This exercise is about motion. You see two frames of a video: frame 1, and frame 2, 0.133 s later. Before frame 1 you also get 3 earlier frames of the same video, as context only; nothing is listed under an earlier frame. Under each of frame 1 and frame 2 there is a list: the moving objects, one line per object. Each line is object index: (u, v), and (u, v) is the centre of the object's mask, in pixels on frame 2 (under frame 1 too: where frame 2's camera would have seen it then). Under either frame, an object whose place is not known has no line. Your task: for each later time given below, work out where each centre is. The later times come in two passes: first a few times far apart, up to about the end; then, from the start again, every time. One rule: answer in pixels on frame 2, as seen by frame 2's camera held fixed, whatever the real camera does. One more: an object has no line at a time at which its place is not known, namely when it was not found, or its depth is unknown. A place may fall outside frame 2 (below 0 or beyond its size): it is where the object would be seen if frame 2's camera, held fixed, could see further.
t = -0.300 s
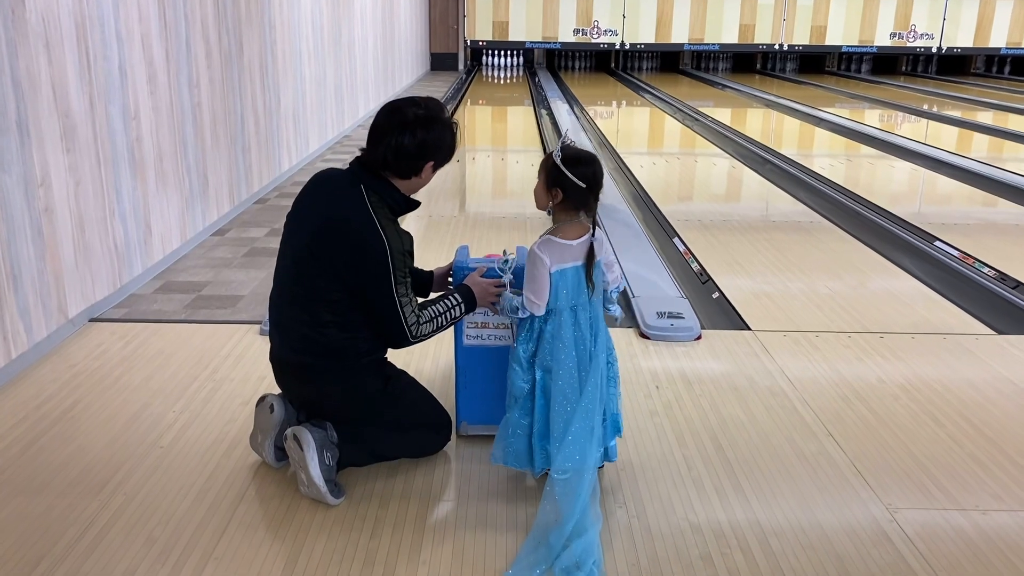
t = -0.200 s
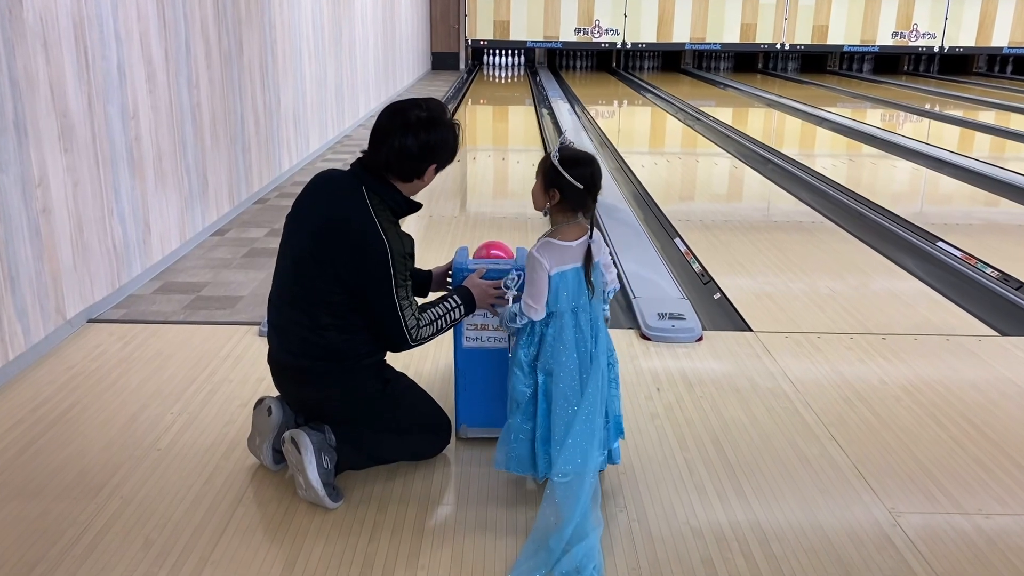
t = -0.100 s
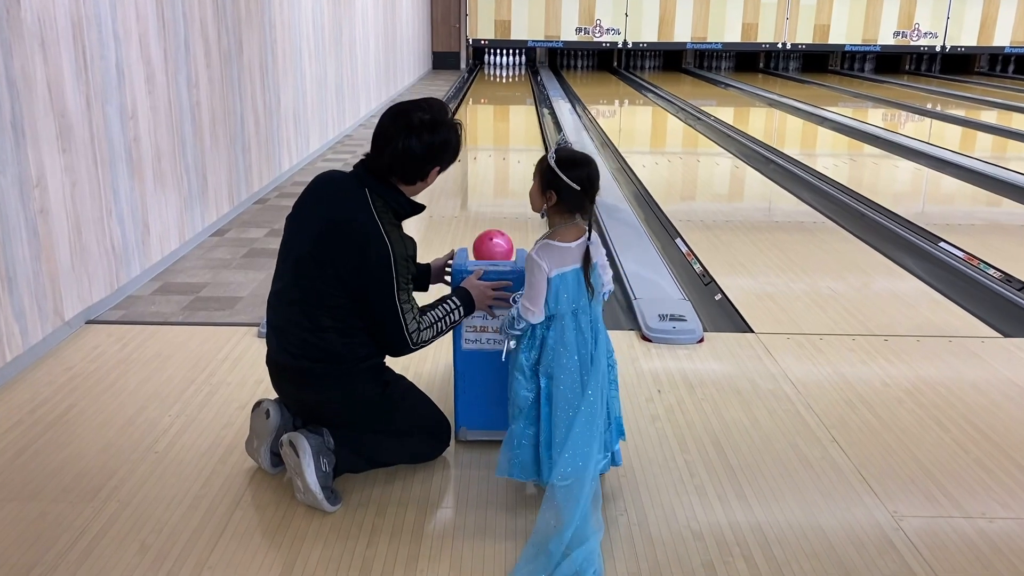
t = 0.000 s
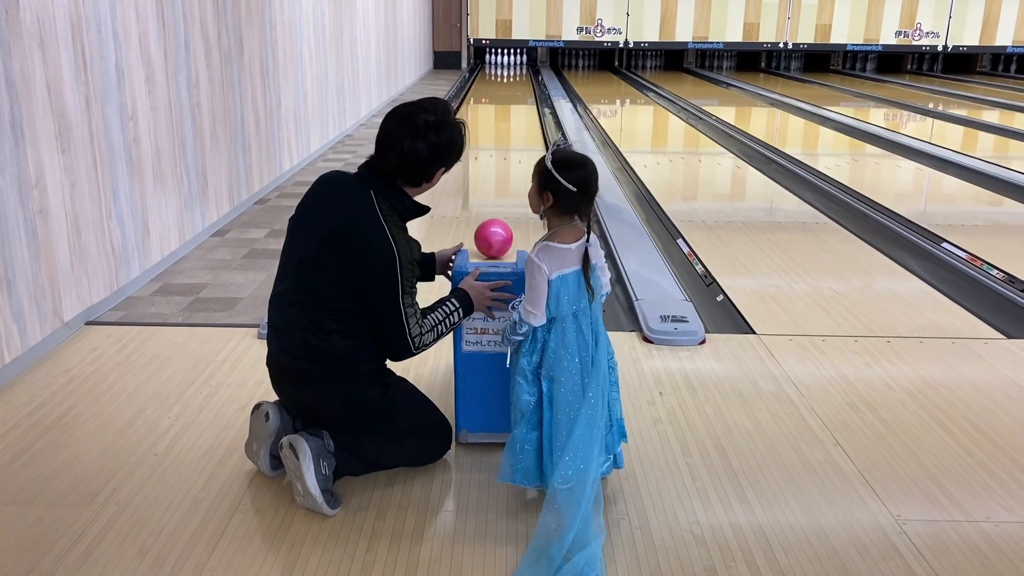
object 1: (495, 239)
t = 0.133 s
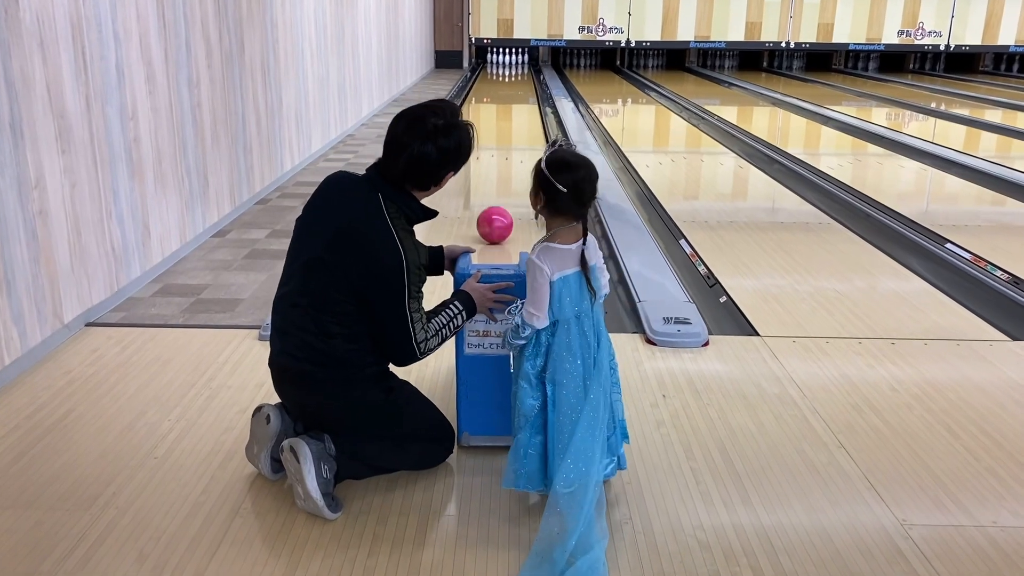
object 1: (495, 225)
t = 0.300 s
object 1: (494, 209)
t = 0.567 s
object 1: (493, 189)
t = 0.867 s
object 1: (494, 170)
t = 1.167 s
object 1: (496, 152)
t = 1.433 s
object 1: (492, 138)
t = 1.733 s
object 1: (490, 130)
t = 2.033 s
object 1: (492, 124)
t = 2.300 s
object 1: (492, 117)
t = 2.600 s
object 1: (492, 111)
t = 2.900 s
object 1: (492, 105)
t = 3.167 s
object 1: (492, 100)
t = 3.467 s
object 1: (492, 96)
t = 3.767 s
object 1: (492, 92)
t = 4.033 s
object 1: (491, 88)
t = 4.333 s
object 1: (491, 85)
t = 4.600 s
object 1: (491, 82)
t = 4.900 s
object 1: (490, 79)
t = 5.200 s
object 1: (490, 77)
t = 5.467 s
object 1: (489, 74)
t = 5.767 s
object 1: (489, 72)
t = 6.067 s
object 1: (488, 70)
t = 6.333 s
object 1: (488, 69)
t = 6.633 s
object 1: (487, 67)
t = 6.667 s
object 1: (487, 67)
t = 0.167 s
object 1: (495, 221)
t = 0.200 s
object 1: (494, 218)
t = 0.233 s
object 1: (494, 215)
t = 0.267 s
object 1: (494, 212)
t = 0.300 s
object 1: (494, 209)
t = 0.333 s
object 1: (494, 206)
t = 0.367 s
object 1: (494, 203)
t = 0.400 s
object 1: (494, 201)
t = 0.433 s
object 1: (494, 198)
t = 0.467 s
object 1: (494, 196)
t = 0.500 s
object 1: (494, 193)
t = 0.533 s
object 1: (494, 191)
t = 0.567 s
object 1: (493, 189)
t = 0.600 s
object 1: (493, 186)
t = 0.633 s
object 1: (493, 184)
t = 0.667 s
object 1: (493, 182)
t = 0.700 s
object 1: (493, 180)
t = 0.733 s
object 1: (493, 178)
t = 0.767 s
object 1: (493, 176)
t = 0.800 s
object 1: (494, 174)
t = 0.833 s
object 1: (494, 172)
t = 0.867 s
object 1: (494, 170)
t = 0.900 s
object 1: (495, 169)
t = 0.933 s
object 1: (495, 167)
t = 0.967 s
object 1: (496, 165)
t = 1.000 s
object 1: (496, 163)
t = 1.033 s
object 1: (497, 162)
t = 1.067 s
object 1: (496, 159)
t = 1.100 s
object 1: (498, 159)
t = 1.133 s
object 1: (496, 154)
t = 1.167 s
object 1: (496, 152)
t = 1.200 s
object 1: (496, 148)
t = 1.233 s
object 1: (495, 146)
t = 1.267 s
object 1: (494, 144)
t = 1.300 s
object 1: (494, 142)
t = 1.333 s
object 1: (493, 141)
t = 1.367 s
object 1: (493, 140)
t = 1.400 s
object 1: (492, 139)
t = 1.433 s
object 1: (492, 138)
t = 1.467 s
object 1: (492, 137)
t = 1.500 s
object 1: (491, 136)
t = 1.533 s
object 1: (491, 135)
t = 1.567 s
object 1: (491, 134)
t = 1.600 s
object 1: (491, 133)
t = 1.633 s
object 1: (490, 132)
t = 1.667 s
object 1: (490, 131)
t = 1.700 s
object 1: (490, 130)
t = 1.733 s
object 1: (490, 130)
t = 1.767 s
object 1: (490, 129)
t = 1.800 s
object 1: (490, 128)
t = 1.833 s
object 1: (490, 128)
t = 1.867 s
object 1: (491, 128)
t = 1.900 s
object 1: (492, 128)
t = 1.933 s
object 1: (492, 127)
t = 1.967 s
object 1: (492, 126)
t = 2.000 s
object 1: (492, 125)
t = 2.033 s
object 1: (492, 124)
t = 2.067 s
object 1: (492, 123)
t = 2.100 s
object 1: (492, 122)
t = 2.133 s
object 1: (492, 121)
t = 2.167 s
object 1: (492, 121)
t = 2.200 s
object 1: (492, 120)
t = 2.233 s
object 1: (492, 119)
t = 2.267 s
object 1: (492, 118)
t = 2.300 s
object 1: (492, 117)
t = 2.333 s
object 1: (492, 116)
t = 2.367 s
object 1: (492, 116)
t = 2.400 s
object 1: (492, 115)
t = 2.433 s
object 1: (492, 114)
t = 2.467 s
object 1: (492, 113)
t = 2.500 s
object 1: (492, 113)
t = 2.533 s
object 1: (492, 112)
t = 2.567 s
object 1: (492, 111)
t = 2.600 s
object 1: (492, 111)
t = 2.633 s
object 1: (492, 110)
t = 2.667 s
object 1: (492, 109)
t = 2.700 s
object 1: (492, 108)
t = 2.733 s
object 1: (491, 108)
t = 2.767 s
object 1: (491, 107)
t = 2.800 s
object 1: (491, 106)
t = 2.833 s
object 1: (492, 106)
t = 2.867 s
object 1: (492, 105)
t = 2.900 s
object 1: (492, 105)
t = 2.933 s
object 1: (491, 104)
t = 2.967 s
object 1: (492, 104)
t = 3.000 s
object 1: (491, 103)
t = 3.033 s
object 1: (492, 102)
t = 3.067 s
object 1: (492, 102)
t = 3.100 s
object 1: (492, 101)
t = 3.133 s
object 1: (492, 100)
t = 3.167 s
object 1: (492, 100)
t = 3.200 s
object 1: (492, 100)
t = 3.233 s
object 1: (492, 99)
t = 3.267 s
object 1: (492, 99)
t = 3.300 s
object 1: (492, 98)
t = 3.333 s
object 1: (492, 97)
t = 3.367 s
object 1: (492, 97)
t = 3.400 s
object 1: (492, 97)
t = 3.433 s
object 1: (491, 96)
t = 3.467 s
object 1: (492, 96)
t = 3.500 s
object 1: (491, 95)
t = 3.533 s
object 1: (492, 95)
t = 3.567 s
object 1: (492, 94)
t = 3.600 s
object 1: (491, 94)
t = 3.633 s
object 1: (491, 94)
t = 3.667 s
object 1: (491, 93)
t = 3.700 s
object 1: (491, 93)
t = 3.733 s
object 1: (491, 92)
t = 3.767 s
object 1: (492, 92)
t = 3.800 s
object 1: (492, 91)
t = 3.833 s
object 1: (491, 91)
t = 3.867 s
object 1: (492, 91)
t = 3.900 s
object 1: (492, 90)
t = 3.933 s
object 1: (491, 90)
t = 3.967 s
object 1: (491, 89)
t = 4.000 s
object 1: (491, 89)
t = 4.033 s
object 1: (491, 88)
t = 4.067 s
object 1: (491, 88)
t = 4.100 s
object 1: (491, 88)
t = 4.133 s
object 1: (491, 87)
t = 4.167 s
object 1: (491, 86)
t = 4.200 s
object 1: (491, 86)
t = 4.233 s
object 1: (491, 86)
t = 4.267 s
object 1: (491, 86)
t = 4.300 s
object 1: (491, 85)
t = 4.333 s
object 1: (491, 85)
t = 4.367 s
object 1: (491, 85)
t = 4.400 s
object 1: (491, 84)
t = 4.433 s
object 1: (491, 83)
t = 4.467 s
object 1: (491, 83)
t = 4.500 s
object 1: (491, 83)
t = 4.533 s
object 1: (491, 82)
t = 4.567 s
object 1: (491, 82)
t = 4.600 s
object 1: (491, 82)
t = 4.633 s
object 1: (490, 81)
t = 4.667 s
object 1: (491, 80)
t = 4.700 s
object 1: (491, 80)
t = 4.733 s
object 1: (491, 80)
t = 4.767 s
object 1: (491, 80)
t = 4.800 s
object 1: (491, 80)
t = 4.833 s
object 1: (491, 79)
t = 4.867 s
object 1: (491, 79)
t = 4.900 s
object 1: (490, 79)
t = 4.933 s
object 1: (490, 78)
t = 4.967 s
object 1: (490, 78)
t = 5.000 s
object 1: (490, 78)
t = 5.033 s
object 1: (490, 77)
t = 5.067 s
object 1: (490, 77)
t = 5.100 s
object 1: (490, 77)
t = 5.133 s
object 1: (490, 77)
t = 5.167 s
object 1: (490, 77)
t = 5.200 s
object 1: (490, 77)
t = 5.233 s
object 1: (490, 76)
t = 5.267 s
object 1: (490, 76)
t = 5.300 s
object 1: (490, 76)
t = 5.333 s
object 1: (490, 76)
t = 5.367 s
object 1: (489, 75)
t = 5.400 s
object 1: (489, 75)
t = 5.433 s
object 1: (489, 75)
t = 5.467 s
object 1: (489, 74)
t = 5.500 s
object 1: (489, 74)
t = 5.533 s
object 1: (489, 74)
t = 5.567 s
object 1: (488, 74)
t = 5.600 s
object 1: (488, 73)
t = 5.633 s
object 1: (488, 73)
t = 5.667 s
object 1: (489, 73)
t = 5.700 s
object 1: (488, 73)
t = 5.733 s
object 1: (489, 72)
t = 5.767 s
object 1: (489, 72)
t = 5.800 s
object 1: (489, 72)
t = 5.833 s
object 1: (489, 71)
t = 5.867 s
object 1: (489, 71)
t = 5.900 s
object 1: (489, 71)
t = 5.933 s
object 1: (488, 71)
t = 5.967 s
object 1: (488, 70)
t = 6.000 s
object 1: (488, 70)
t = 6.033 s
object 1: (488, 70)
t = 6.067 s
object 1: (488, 70)
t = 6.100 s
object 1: (488, 70)
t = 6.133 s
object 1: (488, 69)
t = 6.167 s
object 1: (488, 69)
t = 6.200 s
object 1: (488, 69)
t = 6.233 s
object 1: (488, 69)
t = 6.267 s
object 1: (488, 69)
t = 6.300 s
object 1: (488, 69)
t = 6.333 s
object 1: (488, 69)
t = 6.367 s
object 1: (488, 68)
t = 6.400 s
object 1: (487, 68)
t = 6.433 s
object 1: (487, 68)
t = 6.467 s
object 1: (487, 68)
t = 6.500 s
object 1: (487, 67)
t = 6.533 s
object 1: (487, 67)
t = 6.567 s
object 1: (487, 67)
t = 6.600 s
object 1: (487, 67)
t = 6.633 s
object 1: (487, 67)
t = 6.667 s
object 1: (487, 67)
